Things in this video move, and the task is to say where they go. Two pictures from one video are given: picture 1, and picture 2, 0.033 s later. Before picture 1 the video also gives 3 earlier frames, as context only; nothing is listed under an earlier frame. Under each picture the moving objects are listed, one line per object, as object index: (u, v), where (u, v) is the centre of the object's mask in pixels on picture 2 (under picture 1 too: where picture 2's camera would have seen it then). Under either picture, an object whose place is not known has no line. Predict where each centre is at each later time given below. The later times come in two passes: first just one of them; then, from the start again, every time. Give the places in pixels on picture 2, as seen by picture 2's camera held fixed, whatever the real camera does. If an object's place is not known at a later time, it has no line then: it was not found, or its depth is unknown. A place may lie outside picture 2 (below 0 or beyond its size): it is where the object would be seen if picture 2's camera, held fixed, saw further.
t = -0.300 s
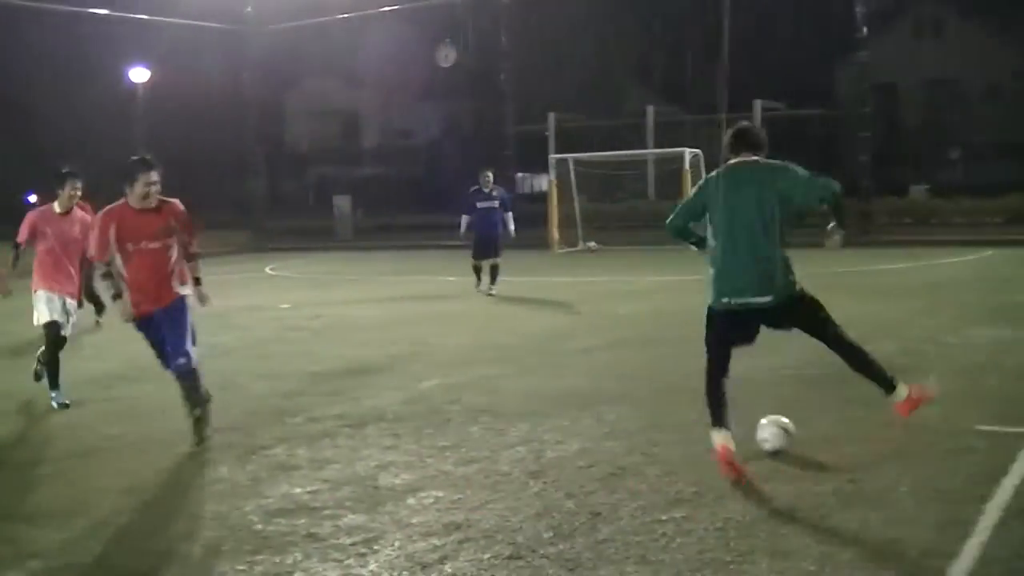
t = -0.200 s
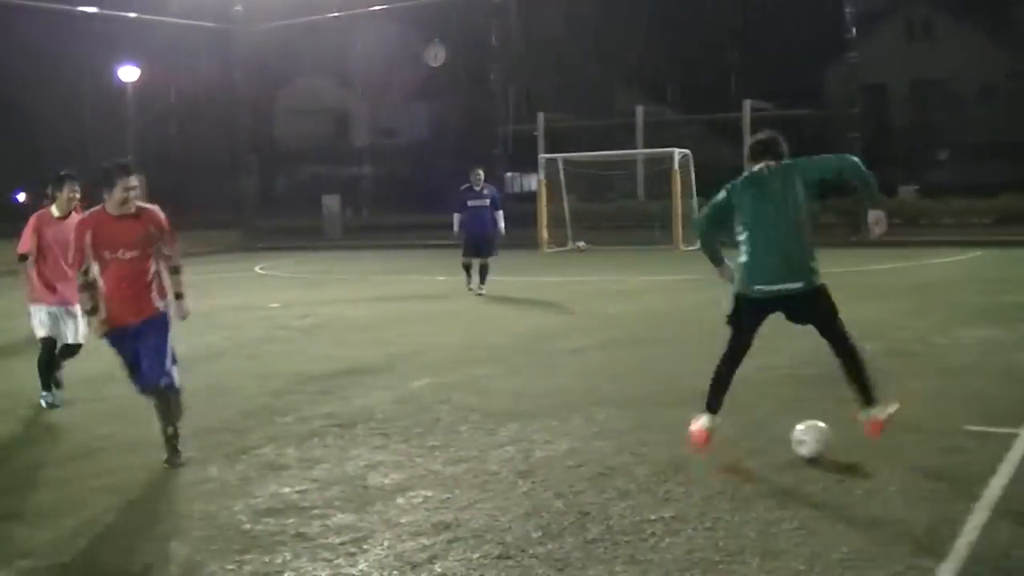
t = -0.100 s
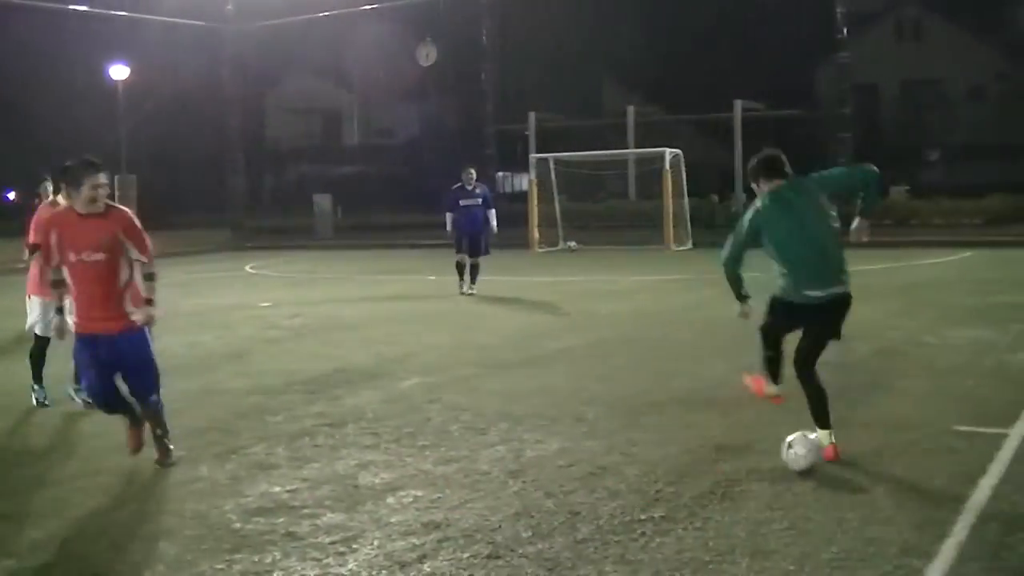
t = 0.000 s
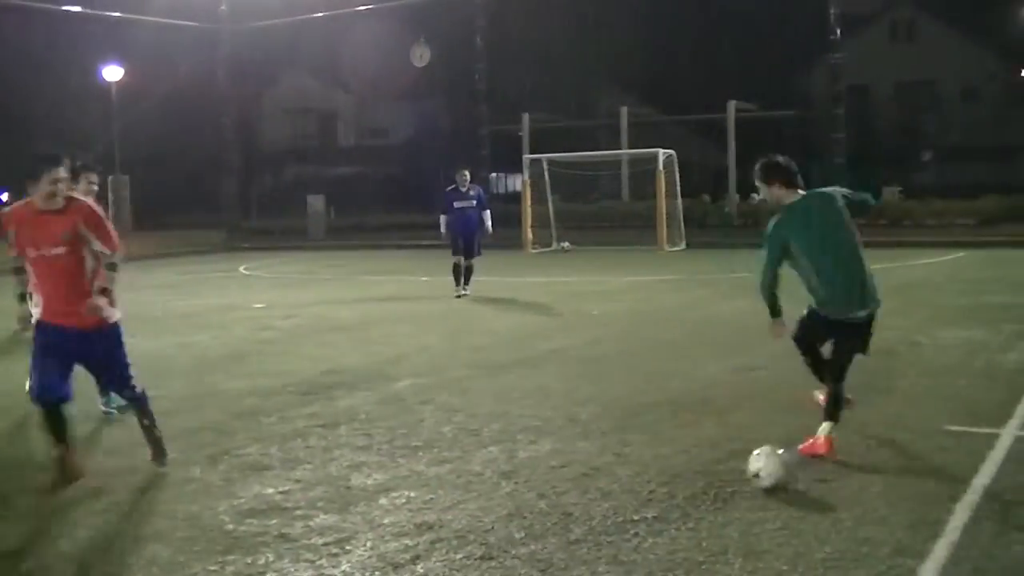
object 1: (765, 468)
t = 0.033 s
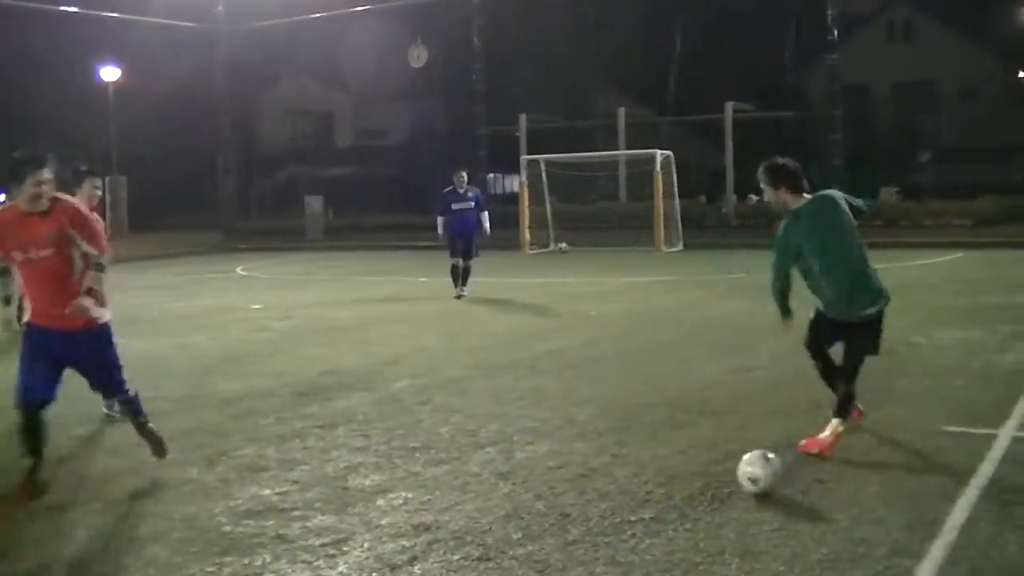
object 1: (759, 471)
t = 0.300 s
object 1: (719, 514)
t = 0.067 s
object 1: (751, 476)
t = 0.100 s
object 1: (744, 481)
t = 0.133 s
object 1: (739, 487)
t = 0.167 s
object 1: (733, 494)
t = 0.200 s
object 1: (729, 499)
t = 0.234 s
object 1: (724, 504)
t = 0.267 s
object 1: (720, 509)
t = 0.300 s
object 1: (719, 514)
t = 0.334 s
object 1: (718, 521)
